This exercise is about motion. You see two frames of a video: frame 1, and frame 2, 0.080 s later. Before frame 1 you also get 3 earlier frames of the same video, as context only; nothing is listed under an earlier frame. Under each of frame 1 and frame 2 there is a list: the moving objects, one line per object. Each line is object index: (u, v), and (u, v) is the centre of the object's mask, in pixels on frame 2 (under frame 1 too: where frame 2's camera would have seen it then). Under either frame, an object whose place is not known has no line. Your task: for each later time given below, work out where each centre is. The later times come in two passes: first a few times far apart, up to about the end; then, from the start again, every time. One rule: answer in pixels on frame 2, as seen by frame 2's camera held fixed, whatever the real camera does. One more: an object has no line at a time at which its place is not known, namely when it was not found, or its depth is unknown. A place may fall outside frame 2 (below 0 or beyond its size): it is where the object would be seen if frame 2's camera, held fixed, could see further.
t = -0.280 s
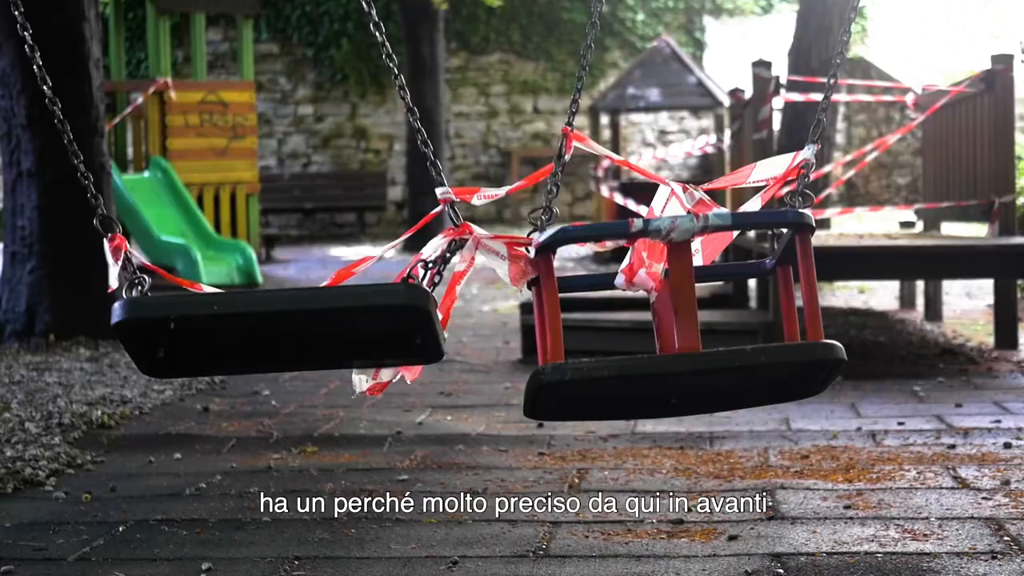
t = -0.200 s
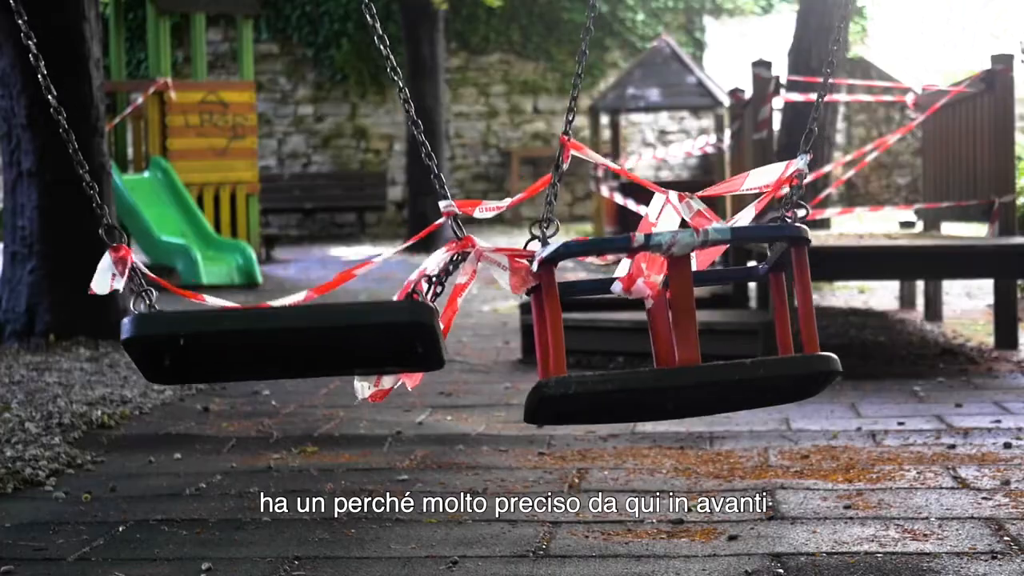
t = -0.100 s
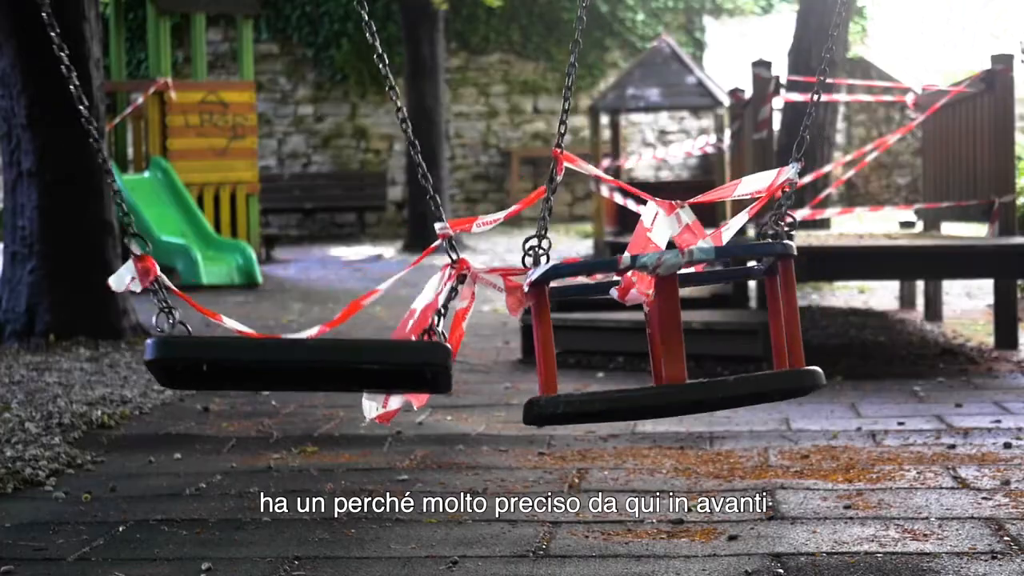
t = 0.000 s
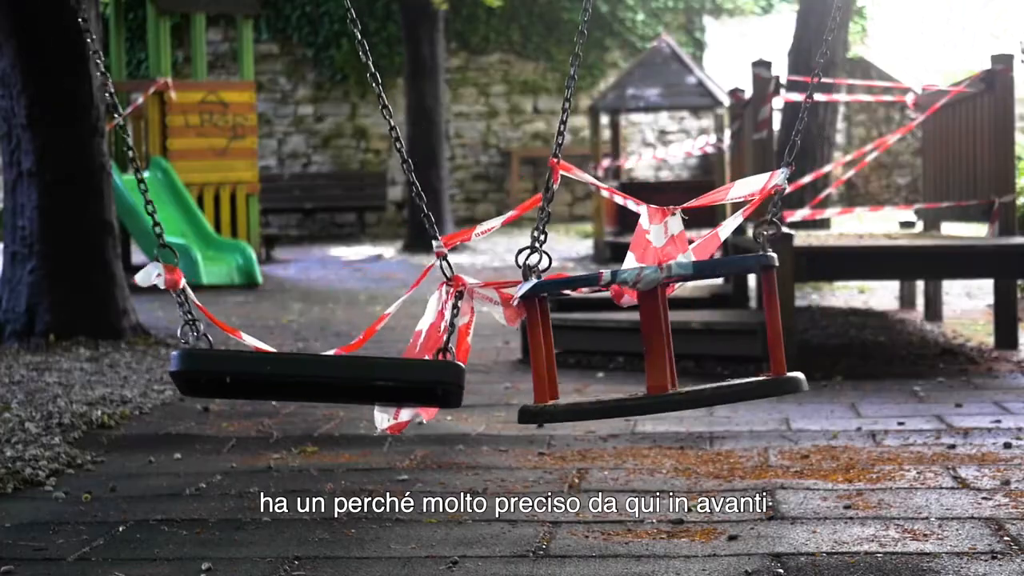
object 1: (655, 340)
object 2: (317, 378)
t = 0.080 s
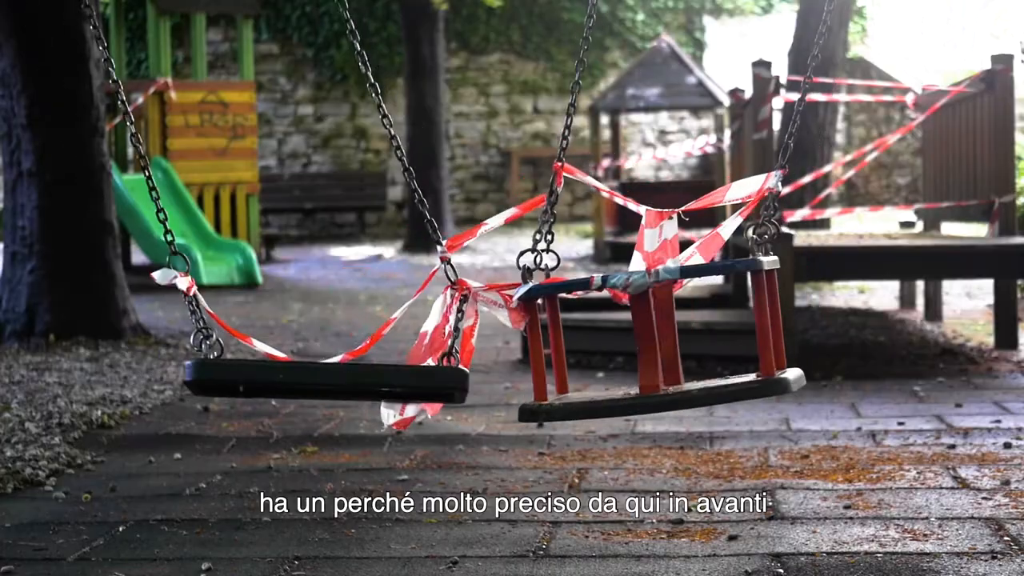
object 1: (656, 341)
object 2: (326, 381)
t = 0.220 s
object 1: (663, 333)
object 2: (333, 373)
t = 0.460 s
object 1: (664, 312)
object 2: (359, 331)
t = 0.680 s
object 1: (665, 302)
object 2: (382, 299)
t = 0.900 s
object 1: (674, 308)
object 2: (381, 315)
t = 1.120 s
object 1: (679, 329)
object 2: (359, 351)
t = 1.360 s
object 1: (667, 341)
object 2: (337, 377)
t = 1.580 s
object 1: (664, 334)
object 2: (291, 366)
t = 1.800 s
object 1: (658, 309)
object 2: (272, 345)
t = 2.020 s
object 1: (660, 301)
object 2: (279, 350)
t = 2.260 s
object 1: (673, 326)
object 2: (303, 368)
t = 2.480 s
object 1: (675, 341)
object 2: (336, 378)
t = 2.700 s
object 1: (678, 338)
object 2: (357, 360)
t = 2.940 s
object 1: (668, 306)
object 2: (366, 338)
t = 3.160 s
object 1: (666, 297)
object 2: (366, 327)
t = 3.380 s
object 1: (664, 312)
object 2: (353, 340)
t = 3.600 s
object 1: (663, 333)
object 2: (347, 364)
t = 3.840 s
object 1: (672, 342)
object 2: (333, 377)
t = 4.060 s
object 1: (680, 329)
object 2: (309, 362)
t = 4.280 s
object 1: (676, 314)
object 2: (290, 341)
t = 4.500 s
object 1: (668, 319)
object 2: (283, 345)
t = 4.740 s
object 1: (660, 336)
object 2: (297, 375)
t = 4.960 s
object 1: (659, 340)
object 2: (322, 382)
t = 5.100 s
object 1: (664, 330)
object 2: (338, 367)
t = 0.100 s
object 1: (656, 340)
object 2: (327, 381)
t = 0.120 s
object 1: (657, 340)
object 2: (329, 380)
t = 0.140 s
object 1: (659, 339)
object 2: (330, 379)
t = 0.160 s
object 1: (660, 337)
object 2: (332, 379)
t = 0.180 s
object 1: (661, 336)
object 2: (335, 378)
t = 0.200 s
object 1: (662, 335)
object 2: (332, 376)
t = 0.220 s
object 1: (663, 333)
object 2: (333, 373)
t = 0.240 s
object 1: (663, 331)
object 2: (330, 369)
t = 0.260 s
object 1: (664, 329)
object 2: (331, 365)
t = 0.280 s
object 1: (664, 327)
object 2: (334, 361)
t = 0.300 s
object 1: (665, 324)
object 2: (337, 358)
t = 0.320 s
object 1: (665, 322)
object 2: (338, 355)
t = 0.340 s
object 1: (665, 319)
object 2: (341, 351)
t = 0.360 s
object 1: (665, 317)
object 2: (343, 348)
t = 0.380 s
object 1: (665, 315)
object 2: (346, 345)
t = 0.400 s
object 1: (665, 313)
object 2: (349, 341)
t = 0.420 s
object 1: (664, 314)
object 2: (352, 338)
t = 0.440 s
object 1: (664, 313)
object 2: (356, 335)
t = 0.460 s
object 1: (664, 312)
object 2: (359, 331)
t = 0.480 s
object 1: (664, 310)
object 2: (363, 328)
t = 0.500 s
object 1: (666, 312)
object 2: (367, 325)
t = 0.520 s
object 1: (661, 306)
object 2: (369, 322)
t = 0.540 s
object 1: (661, 304)
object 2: (372, 320)
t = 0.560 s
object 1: (661, 303)
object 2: (374, 318)
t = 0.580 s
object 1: (661, 301)
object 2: (376, 315)
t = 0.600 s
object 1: (664, 304)
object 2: (379, 313)
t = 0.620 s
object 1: (664, 303)
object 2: (379, 305)
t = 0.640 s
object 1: (664, 302)
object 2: (379, 303)
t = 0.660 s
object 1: (664, 302)
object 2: (382, 301)
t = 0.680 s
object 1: (665, 302)
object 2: (382, 299)
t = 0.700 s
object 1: (666, 302)
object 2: (383, 298)
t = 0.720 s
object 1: (667, 302)
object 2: (382, 298)
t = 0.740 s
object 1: (667, 302)
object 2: (384, 297)
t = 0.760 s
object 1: (668, 302)
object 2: (386, 304)
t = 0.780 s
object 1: (669, 303)
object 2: (386, 304)
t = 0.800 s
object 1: (670, 303)
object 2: (386, 305)
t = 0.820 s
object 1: (671, 303)
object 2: (385, 306)
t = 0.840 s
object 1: (672, 304)
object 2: (385, 307)
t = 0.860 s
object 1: (673, 305)
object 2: (382, 310)
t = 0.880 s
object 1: (674, 307)
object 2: (383, 312)
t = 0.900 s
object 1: (674, 308)
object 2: (381, 315)
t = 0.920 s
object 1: (675, 310)
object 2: (379, 318)
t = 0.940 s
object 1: (676, 312)
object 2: (377, 321)
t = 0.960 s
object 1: (677, 315)
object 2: (376, 324)
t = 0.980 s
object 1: (678, 317)
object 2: (373, 328)
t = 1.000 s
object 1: (678, 319)
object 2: (373, 332)
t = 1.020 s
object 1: (679, 321)
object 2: (370, 335)
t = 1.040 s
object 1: (679, 323)
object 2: (366, 338)
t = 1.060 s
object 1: (679, 325)
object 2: (365, 342)
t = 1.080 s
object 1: (679, 326)
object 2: (364, 345)
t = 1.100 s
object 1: (679, 328)
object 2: (362, 348)
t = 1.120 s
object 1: (679, 329)
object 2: (359, 351)
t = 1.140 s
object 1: (678, 331)
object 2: (359, 355)
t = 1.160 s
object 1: (679, 330)
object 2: (358, 358)
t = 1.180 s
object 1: (676, 329)
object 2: (358, 361)
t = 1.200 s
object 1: (675, 331)
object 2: (356, 363)
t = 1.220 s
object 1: (675, 333)
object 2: (354, 366)
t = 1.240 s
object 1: (673, 335)
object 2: (353, 368)
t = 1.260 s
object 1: (673, 337)
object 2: (350, 370)
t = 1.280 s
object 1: (672, 339)
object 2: (347, 372)
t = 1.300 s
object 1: (670, 340)
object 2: (346, 373)
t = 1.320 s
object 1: (669, 341)
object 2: (343, 375)
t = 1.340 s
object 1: (668, 341)
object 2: (339, 376)
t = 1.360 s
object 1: (667, 341)
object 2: (337, 377)
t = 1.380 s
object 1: (665, 341)
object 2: (332, 377)
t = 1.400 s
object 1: (665, 340)
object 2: (328, 377)
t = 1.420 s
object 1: (664, 340)
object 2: (323, 378)
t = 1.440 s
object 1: (664, 340)
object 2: (319, 377)
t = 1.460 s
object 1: (663, 340)
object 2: (315, 377)
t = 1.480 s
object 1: (663, 340)
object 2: (311, 376)
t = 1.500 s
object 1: (663, 339)
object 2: (307, 374)
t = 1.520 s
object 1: (664, 338)
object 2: (303, 372)
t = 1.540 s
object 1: (664, 337)
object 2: (298, 370)
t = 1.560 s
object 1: (664, 335)
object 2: (294, 368)
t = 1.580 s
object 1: (664, 334)
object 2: (291, 366)
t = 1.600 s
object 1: (664, 332)
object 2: (288, 364)
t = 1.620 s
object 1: (663, 330)
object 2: (285, 361)
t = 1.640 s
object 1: (663, 327)
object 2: (283, 359)
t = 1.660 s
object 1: (663, 325)
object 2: (280, 356)
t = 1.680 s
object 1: (662, 323)
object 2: (278, 354)
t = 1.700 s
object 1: (661, 320)
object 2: (277, 352)
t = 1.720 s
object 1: (661, 318)
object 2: (275, 350)
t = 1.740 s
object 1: (660, 316)
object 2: (274, 349)
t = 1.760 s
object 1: (659, 313)
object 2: (272, 347)
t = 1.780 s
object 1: (658, 311)
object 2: (272, 346)
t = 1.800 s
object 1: (658, 309)
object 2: (272, 345)
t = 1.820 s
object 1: (657, 307)
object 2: (273, 345)
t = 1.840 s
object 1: (657, 306)
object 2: (273, 345)
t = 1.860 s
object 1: (656, 304)
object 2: (274, 344)
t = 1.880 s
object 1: (656, 303)
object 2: (274, 345)
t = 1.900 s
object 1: (656, 302)
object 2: (274, 345)
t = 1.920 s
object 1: (656, 301)
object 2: (275, 345)
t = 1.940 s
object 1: (657, 300)
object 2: (275, 346)
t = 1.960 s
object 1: (657, 300)
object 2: (276, 347)
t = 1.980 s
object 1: (658, 300)
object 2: (277, 348)
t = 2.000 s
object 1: (659, 301)
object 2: (278, 349)
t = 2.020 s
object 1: (660, 301)
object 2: (279, 350)
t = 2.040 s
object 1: (661, 302)
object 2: (280, 351)
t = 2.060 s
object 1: (662, 304)
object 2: (281, 353)
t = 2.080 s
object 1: (663, 305)
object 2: (282, 354)
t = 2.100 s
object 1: (665, 307)
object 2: (283, 356)
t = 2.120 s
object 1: (666, 309)
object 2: (285, 357)
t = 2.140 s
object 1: (667, 311)
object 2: (287, 358)
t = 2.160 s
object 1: (668, 314)
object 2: (289, 360)
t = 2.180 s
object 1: (669, 316)
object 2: (291, 361)
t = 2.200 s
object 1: (671, 319)
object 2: (294, 363)
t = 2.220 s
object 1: (671, 321)
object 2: (297, 365)
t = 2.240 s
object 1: (672, 324)
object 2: (300, 366)
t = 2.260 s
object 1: (673, 326)
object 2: (303, 368)
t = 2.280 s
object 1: (673, 328)
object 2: (306, 369)
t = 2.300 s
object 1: (674, 331)
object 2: (309, 371)
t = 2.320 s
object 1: (674, 333)
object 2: (313, 372)
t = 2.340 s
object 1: (674, 335)
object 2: (315, 373)
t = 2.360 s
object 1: (674, 336)
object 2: (319, 374)
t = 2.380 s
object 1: (675, 338)
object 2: (322, 375)
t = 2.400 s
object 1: (674, 339)
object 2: (326, 376)
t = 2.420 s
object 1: (675, 340)
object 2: (328, 376)
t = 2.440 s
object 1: (675, 341)
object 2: (333, 377)
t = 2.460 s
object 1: (675, 341)
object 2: (335, 378)
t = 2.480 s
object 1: (675, 341)
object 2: (336, 378)
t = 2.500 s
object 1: (675, 341)
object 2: (338, 378)
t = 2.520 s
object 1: (674, 342)
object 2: (340, 378)
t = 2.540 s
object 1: (674, 343)
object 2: (344, 377)
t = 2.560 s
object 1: (675, 344)
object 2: (345, 375)
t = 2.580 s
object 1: (675, 344)
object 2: (347, 373)
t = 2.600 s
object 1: (676, 342)
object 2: (348, 371)
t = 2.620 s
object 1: (676, 341)
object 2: (350, 369)
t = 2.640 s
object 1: (676, 339)
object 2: (352, 367)
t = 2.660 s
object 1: (676, 337)
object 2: (354, 365)
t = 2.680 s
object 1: (677, 337)
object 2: (353, 362)
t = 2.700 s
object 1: (678, 338)
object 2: (357, 360)
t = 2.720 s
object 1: (677, 339)
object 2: (357, 358)
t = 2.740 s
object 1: (676, 337)
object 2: (359, 355)
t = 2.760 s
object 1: (674, 330)
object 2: (361, 353)
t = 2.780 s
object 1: (673, 328)
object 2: (362, 351)
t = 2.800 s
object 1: (672, 325)
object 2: (362, 349)
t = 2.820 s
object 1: (672, 322)
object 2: (364, 347)
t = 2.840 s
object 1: (671, 319)
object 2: (365, 345)
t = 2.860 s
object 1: (670, 317)
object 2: (365, 343)
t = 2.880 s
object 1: (670, 314)
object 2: (365, 343)
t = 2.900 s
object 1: (669, 312)
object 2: (367, 340)
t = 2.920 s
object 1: (668, 309)
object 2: (367, 339)
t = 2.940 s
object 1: (668, 306)
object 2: (366, 338)
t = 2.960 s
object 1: (667, 304)
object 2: (368, 336)
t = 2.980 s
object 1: (670, 307)
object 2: (368, 334)
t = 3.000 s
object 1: (670, 305)
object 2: (369, 332)
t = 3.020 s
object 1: (669, 304)
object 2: (367, 331)
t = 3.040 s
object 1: (669, 302)
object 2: (367, 330)
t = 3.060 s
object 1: (668, 301)
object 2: (366, 329)
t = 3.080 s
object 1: (667, 298)
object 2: (368, 328)
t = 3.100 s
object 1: (667, 298)
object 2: (368, 327)
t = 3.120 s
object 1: (666, 297)
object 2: (366, 328)
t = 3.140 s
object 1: (666, 297)
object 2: (365, 328)
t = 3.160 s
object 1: (666, 297)
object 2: (366, 327)
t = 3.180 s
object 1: (665, 297)
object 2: (365, 327)
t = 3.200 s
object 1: (665, 297)
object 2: (364, 327)
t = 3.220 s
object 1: (665, 297)
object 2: (361, 328)
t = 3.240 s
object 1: (665, 298)
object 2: (360, 330)
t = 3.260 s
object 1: (666, 299)
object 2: (359, 331)
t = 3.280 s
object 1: (666, 301)
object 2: (358, 332)
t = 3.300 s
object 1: (665, 302)
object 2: (356, 333)
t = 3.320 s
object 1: (665, 305)
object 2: (356, 335)
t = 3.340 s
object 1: (664, 307)
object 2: (354, 337)
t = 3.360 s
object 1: (664, 309)
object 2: (353, 338)
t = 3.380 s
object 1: (664, 312)
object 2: (353, 340)
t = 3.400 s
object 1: (663, 315)
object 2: (350, 342)
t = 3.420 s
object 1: (663, 317)
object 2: (349, 344)
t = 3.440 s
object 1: (663, 320)
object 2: (351, 346)
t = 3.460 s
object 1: (662, 323)
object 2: (348, 349)
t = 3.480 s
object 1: (662, 326)
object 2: (348, 352)
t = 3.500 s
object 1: (662, 328)
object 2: (347, 354)
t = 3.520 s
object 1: (662, 330)
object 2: (349, 356)
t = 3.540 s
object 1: (663, 333)
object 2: (346, 358)
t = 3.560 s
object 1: (663, 335)
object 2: (348, 360)
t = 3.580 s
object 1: (663, 331)
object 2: (348, 362)
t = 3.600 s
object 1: (663, 333)
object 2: (347, 364)
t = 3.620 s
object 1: (663, 335)
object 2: (346, 366)
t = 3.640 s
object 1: (664, 337)
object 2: (346, 368)
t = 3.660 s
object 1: (665, 339)
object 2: (344, 370)
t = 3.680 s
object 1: (665, 340)
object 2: (343, 372)
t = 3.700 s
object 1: (666, 341)
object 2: (342, 374)
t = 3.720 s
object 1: (666, 341)
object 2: (339, 375)
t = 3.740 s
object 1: (667, 341)
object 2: (338, 376)
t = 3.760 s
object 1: (668, 340)
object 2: (338, 378)
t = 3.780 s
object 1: (669, 341)
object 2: (337, 378)
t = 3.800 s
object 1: (670, 341)
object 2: (335, 378)
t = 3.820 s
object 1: (671, 341)
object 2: (335, 378)
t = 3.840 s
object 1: (672, 342)
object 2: (333, 377)
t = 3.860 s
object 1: (674, 341)
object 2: (331, 377)
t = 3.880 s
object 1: (675, 341)
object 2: (327, 376)
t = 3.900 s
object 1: (676, 340)
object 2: (325, 375)
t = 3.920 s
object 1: (677, 339)
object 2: (324, 374)
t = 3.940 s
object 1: (677, 338)
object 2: (321, 373)
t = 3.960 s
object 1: (678, 337)
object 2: (320, 372)
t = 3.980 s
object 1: (679, 336)
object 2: (318, 370)
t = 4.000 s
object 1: (679, 334)
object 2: (315, 368)
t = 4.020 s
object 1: (680, 333)
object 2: (312, 366)
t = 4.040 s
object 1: (680, 331)
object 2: (310, 364)
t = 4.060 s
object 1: (680, 329)
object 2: (309, 362)
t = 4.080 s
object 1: (680, 328)
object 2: (307, 359)
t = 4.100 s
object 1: (680, 326)
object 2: (306, 357)
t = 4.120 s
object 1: (680, 324)
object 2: (303, 355)
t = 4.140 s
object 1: (680, 323)
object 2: (301, 353)
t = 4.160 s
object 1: (679, 321)
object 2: (300, 351)
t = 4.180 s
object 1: (679, 320)
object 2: (297, 349)
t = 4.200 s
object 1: (678, 318)
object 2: (296, 347)
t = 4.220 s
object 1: (678, 317)
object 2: (295, 345)
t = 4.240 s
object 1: (677, 316)
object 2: (293, 344)
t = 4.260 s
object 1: (676, 315)
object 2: (292, 342)
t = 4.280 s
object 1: (676, 314)
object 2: (290, 341)
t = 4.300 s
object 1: (675, 313)
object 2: (289, 340)
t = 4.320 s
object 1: (674, 313)
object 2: (288, 339)
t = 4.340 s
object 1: (673, 313)
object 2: (287, 339)
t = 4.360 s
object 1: (672, 313)
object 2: (286, 339)
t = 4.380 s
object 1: (672, 314)
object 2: (285, 339)
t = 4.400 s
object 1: (671, 315)
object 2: (284, 340)
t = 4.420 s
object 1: (670, 315)
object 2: (284, 340)
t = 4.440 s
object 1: (670, 316)
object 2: (284, 341)
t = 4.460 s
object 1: (669, 317)
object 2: (284, 343)
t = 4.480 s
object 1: (669, 318)
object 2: (284, 344)
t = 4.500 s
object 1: (668, 319)
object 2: (283, 345)
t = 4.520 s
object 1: (667, 320)
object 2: (284, 347)
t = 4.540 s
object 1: (667, 322)
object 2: (284, 349)
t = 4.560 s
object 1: (666, 323)
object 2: (285, 352)
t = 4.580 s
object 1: (666, 325)
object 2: (286, 354)
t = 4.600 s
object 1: (665, 326)
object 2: (287, 357)
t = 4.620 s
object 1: (664, 328)
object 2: (288, 359)
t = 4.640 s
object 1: (664, 329)
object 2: (289, 362)
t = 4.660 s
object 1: (663, 331)
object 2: (290, 365)
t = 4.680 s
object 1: (663, 332)
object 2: (291, 368)
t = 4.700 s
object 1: (662, 334)
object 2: (293, 370)
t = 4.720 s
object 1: (661, 335)
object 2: (295, 373)
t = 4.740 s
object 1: (660, 336)
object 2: (297, 375)
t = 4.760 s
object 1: (659, 337)
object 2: (300, 377)
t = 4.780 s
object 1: (659, 337)
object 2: (302, 379)
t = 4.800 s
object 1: (658, 338)
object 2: (304, 380)
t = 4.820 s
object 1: (657, 338)
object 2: (306, 381)
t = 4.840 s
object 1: (657, 338)
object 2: (308, 382)
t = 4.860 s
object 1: (657, 339)
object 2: (310, 382)
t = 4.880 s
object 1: (657, 340)
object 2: (312, 382)
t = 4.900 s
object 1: (658, 340)
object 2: (315, 383)
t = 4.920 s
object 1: (658, 341)
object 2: (317, 383)
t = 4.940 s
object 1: (658, 341)
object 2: (319, 383)
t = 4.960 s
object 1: (659, 340)
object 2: (322, 382)
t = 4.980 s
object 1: (660, 340)
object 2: (324, 381)
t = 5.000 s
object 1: (661, 339)
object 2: (326, 380)
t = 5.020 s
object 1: (661, 337)
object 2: (328, 378)
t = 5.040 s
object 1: (662, 336)
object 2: (331, 375)
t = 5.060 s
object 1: (663, 334)
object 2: (335, 375)
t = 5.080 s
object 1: (663, 332)
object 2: (337, 371)
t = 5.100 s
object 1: (664, 330)
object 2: (338, 367)
